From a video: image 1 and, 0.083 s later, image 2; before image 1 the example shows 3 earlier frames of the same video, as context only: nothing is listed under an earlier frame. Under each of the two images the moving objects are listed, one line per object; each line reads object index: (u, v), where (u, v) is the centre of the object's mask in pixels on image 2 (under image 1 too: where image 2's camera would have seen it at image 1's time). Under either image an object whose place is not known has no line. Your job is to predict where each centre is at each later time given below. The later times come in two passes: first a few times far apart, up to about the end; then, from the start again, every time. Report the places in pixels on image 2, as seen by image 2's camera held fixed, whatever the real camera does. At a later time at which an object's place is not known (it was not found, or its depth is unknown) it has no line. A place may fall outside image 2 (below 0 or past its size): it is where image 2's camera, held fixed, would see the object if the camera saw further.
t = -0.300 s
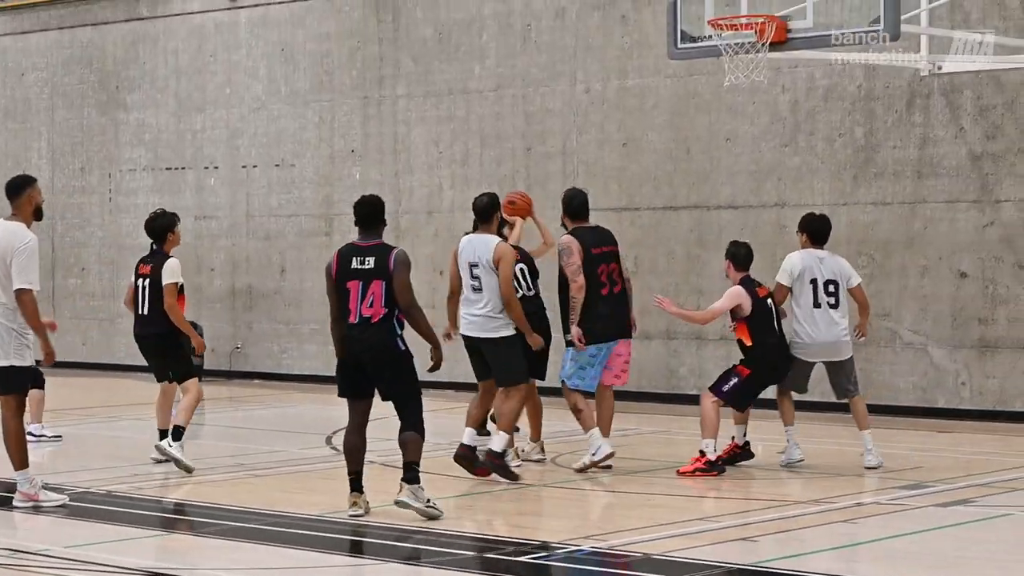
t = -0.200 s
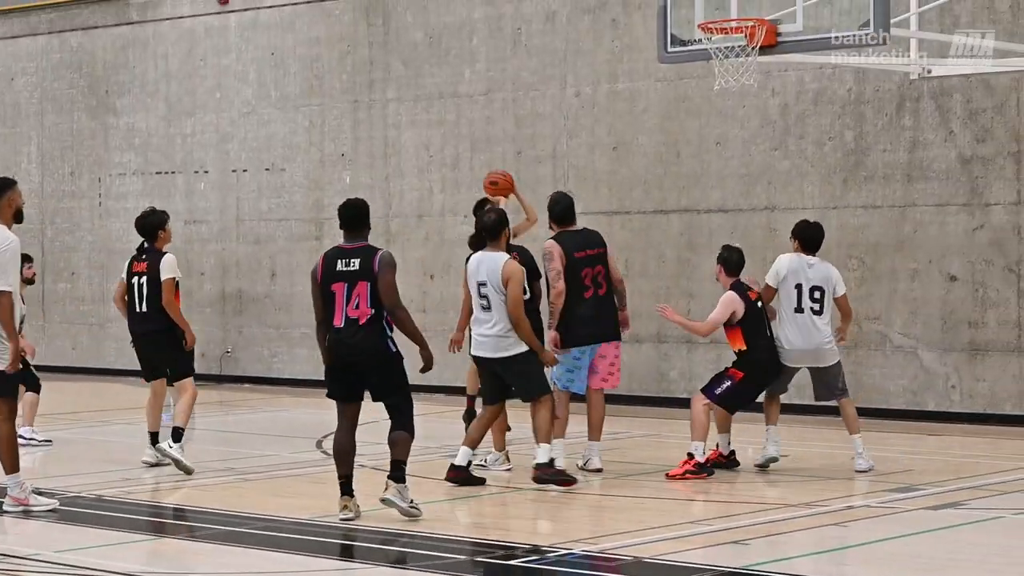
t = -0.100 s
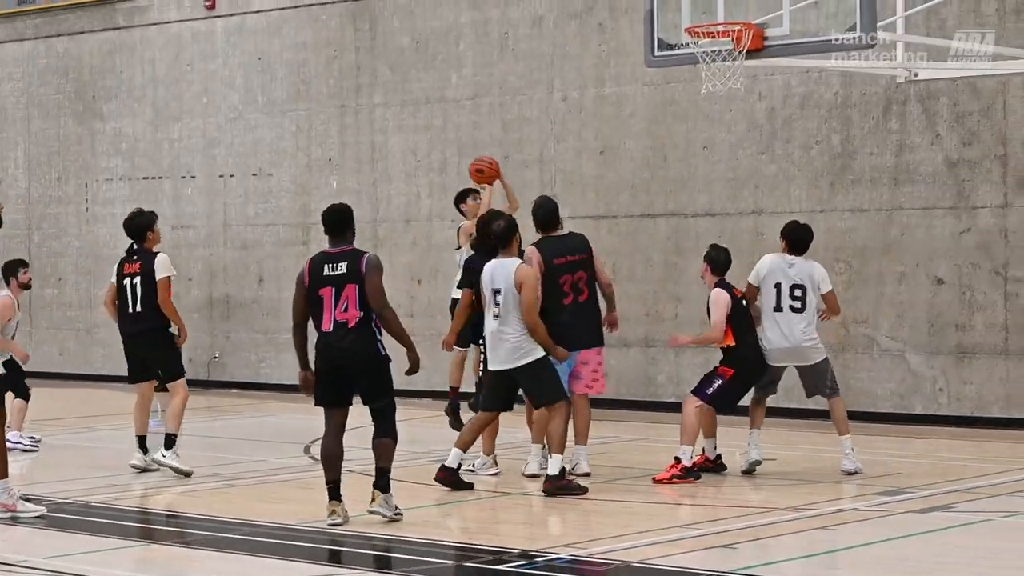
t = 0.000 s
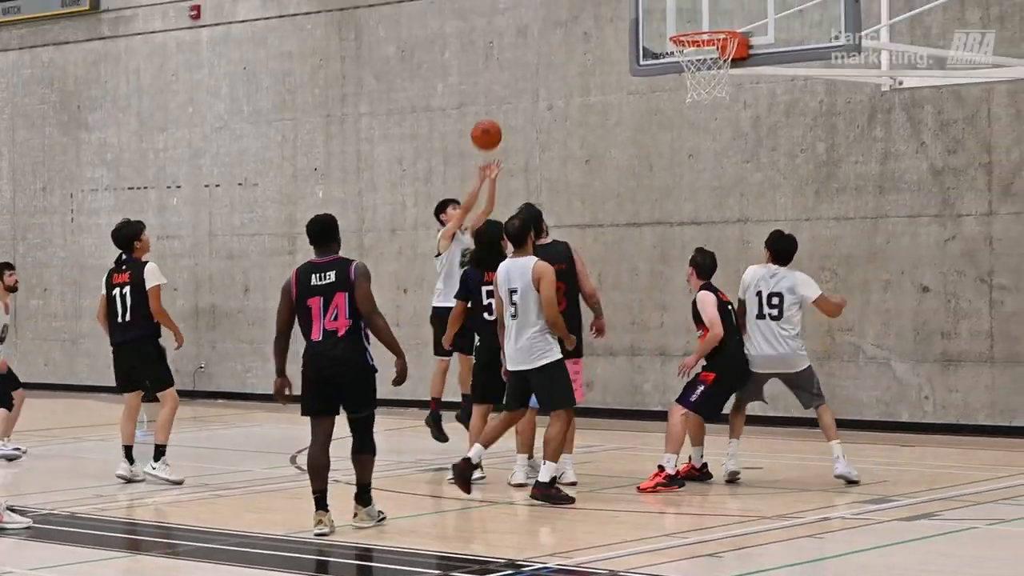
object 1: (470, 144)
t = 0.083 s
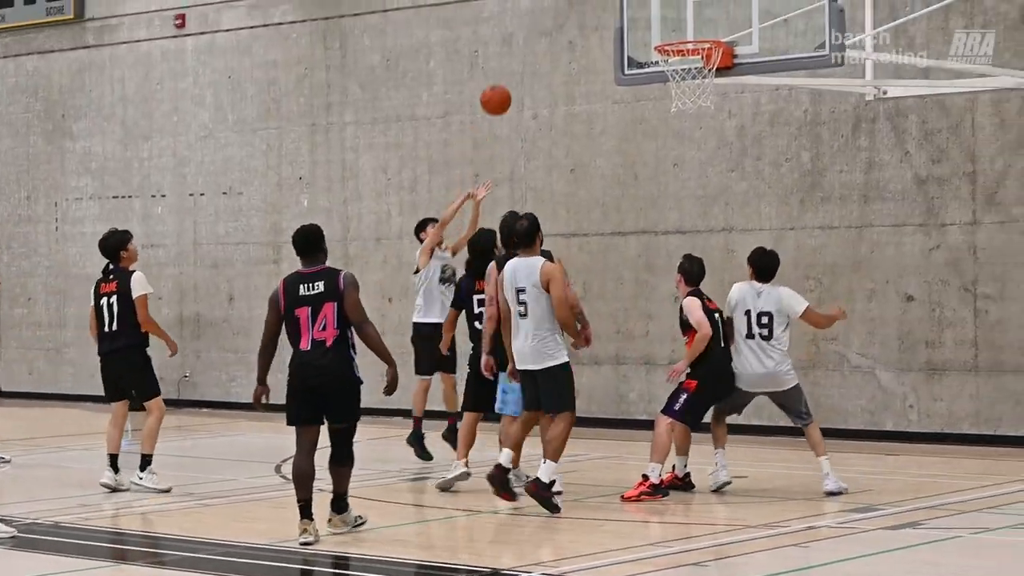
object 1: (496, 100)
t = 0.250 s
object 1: (547, 35)
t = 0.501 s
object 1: (630, 4)
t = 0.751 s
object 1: (698, 59)
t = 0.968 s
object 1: (658, 160)
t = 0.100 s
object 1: (501, 92)
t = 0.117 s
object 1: (506, 84)
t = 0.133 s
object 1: (511, 76)
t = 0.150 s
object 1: (516, 70)
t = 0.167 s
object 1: (521, 63)
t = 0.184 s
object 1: (526, 57)
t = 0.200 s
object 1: (531, 51)
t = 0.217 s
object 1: (536, 45)
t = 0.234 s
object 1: (541, 40)
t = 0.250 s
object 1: (547, 35)
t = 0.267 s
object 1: (552, 31)
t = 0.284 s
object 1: (557, 27)
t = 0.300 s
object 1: (562, 23)
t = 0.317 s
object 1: (568, 19)
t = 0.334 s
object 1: (573, 16)
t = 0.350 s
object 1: (579, 13)
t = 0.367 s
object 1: (585, 11)
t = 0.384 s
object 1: (590, 8)
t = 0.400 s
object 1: (595, 7)
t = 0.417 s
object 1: (601, 5)
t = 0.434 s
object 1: (607, 4)
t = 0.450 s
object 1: (613, 3)
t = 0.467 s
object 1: (619, 3)
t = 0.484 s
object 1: (625, 5)
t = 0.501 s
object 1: (630, 4)
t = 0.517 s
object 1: (636, 5)
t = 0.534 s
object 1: (642, 7)
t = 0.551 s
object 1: (647, 8)
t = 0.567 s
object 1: (652, 10)
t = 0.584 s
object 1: (658, 12)
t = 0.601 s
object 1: (664, 15)
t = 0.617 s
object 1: (670, 18)
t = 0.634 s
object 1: (676, 22)
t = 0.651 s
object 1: (682, 25)
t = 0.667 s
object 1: (688, 28)
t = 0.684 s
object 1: (694, 30)
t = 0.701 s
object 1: (700, 32)
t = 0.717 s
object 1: (704, 46)
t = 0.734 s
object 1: (702, 53)
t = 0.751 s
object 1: (698, 59)
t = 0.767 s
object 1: (696, 63)
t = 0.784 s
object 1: (689, 73)
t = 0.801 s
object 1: (685, 81)
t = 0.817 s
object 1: (682, 88)
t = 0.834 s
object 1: (678, 95)
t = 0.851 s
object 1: (675, 103)
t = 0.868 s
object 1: (673, 109)
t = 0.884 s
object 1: (671, 116)
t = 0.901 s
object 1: (669, 125)
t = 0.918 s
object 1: (666, 133)
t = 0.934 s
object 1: (664, 141)
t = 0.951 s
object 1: (659, 150)
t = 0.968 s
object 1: (658, 160)
